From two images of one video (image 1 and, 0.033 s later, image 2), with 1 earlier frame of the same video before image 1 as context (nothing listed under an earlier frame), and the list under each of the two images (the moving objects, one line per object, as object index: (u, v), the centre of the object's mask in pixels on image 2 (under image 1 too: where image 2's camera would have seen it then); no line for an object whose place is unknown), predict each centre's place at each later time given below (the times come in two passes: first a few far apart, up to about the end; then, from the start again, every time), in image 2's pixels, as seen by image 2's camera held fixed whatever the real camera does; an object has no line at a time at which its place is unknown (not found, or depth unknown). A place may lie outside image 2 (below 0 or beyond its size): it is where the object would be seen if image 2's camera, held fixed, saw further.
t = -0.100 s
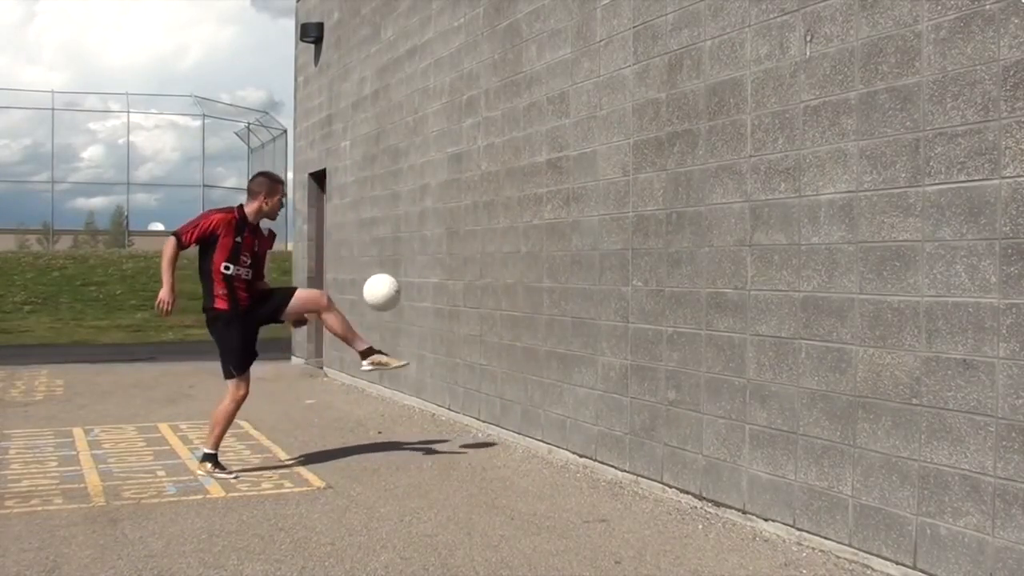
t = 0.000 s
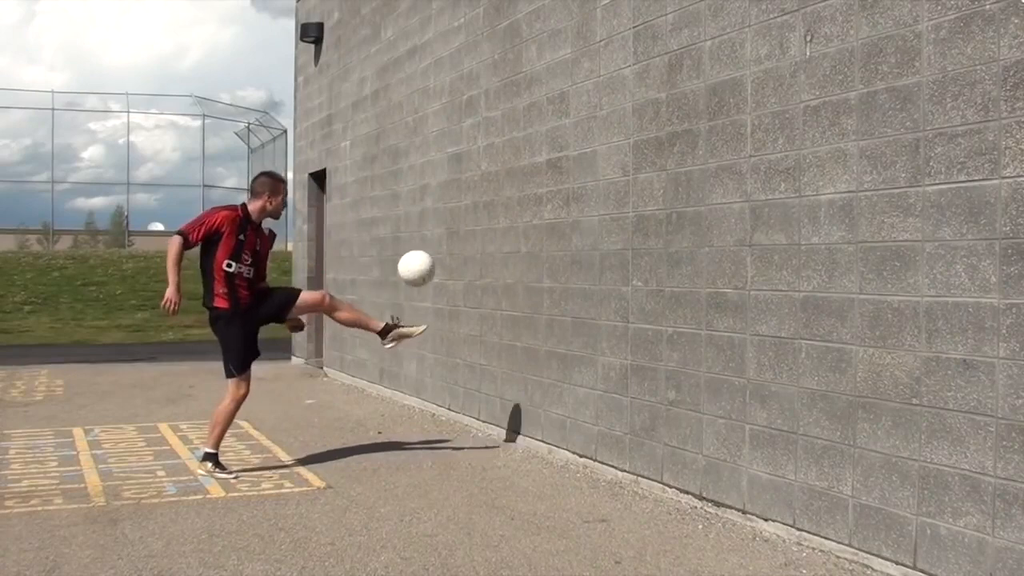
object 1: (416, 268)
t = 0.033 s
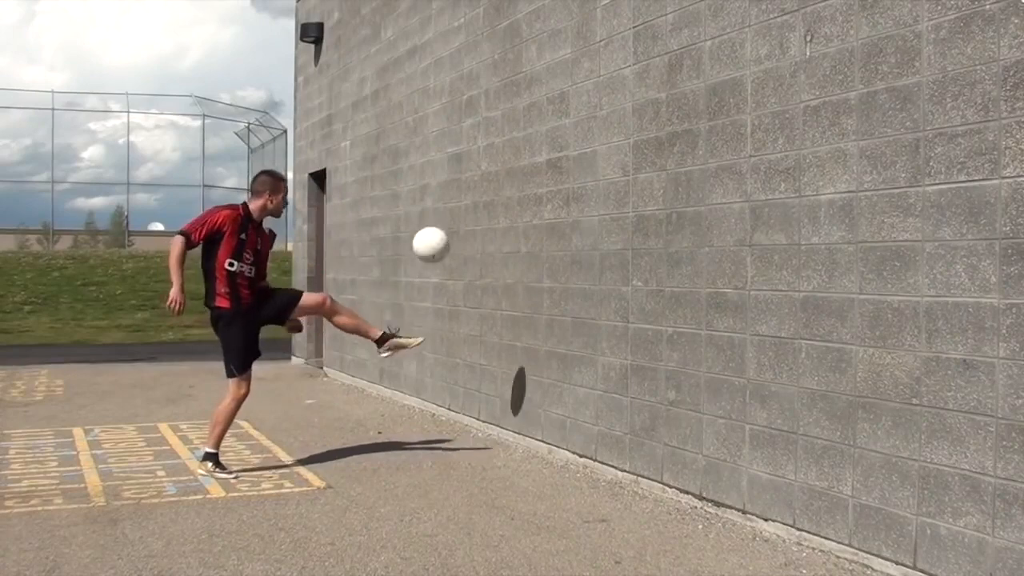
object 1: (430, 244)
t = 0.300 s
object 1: (534, 126)
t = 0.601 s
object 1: (431, 117)
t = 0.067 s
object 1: (445, 223)
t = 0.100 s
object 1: (459, 203)
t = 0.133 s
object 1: (473, 186)
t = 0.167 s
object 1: (487, 170)
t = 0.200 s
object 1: (501, 156)
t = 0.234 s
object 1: (514, 144)
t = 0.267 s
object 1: (528, 134)
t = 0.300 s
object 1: (534, 126)
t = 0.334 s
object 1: (524, 118)
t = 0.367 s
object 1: (512, 112)
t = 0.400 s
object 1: (501, 108)
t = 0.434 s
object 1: (489, 104)
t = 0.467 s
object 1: (478, 103)
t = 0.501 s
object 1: (466, 104)
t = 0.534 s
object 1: (455, 106)
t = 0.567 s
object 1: (443, 110)
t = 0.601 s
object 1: (431, 117)
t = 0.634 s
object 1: (420, 125)
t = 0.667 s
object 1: (408, 134)
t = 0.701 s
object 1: (396, 147)
